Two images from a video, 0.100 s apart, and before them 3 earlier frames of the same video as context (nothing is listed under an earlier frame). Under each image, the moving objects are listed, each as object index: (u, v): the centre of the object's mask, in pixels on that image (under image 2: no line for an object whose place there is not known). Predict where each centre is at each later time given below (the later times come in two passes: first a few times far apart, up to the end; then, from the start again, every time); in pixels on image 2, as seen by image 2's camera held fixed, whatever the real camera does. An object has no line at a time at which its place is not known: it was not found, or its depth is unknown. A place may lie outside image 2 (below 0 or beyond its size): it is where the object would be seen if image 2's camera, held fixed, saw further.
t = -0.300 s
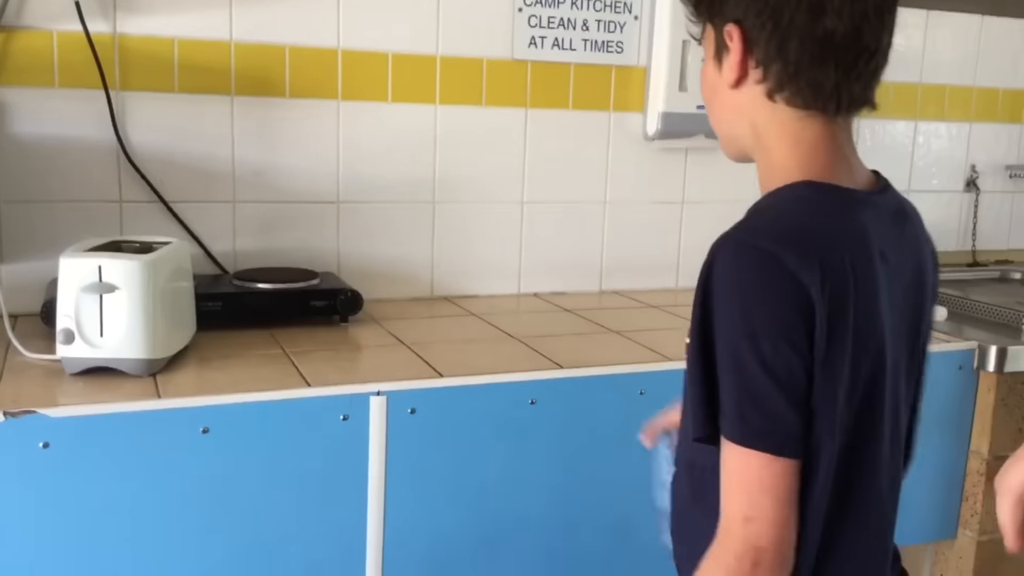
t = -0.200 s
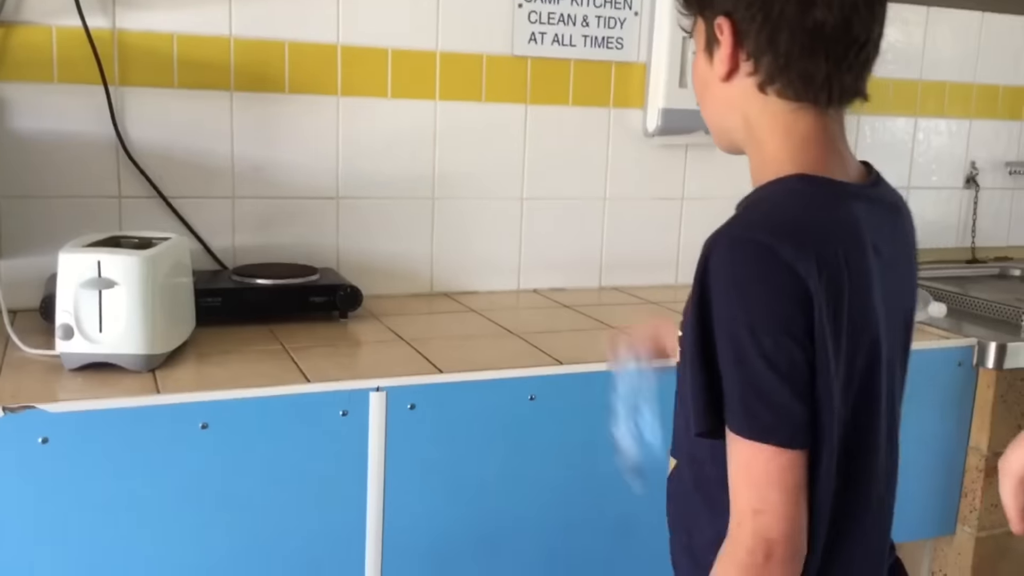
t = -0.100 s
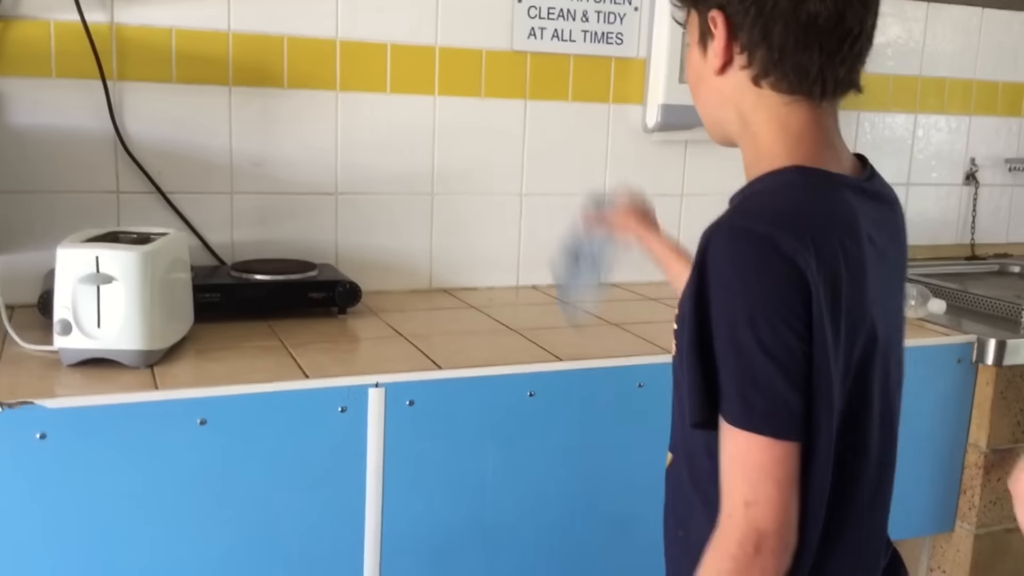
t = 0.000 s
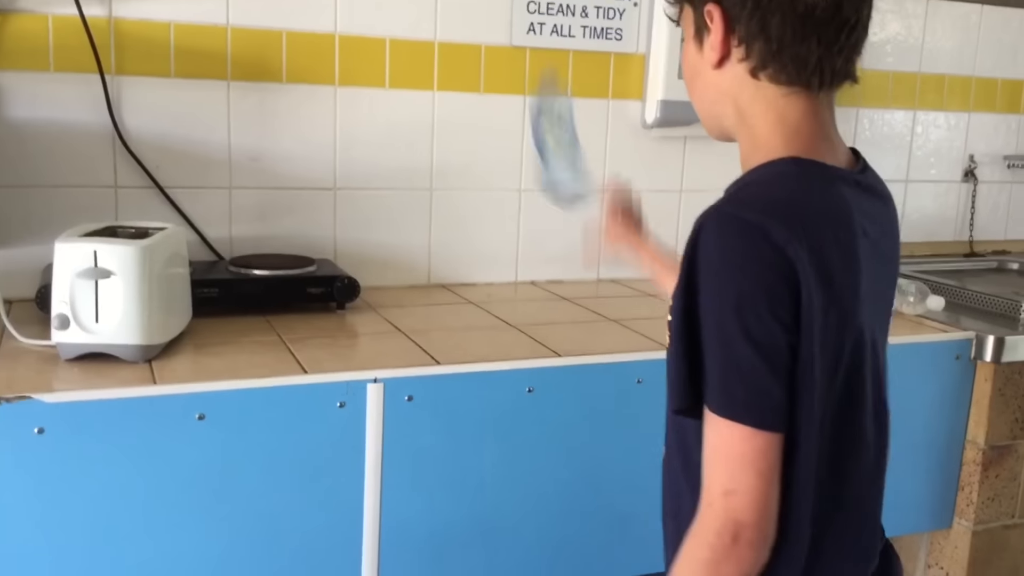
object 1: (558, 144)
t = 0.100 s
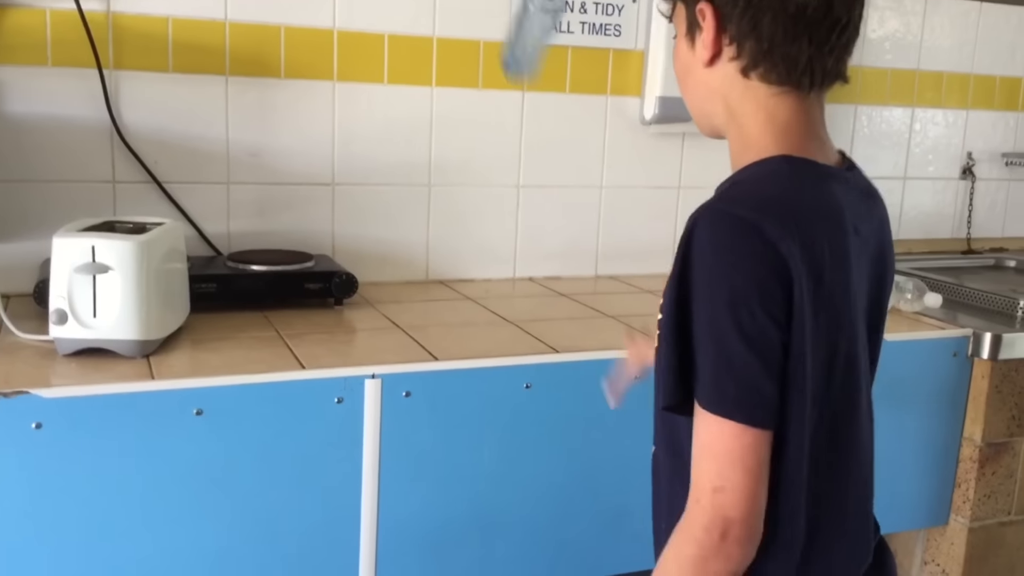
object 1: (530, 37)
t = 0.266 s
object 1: (500, 14)
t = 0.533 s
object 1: (433, 232)
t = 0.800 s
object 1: (419, 233)
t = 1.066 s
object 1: (424, 234)
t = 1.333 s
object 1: (423, 234)
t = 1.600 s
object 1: (425, 234)
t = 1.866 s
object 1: (425, 234)
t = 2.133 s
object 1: (425, 234)
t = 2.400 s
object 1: (425, 234)
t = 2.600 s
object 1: (425, 234)
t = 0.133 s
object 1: (518, 24)
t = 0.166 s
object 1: (506, 16)
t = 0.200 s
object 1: (501, 10)
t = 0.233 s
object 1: (502, 9)
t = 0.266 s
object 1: (500, 14)
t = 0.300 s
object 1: (490, 25)
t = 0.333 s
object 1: (480, 45)
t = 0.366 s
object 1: (471, 74)
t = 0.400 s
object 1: (462, 110)
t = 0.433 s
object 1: (454, 144)
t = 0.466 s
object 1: (445, 189)
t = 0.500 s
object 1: (438, 229)
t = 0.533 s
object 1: (433, 232)
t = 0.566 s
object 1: (430, 234)
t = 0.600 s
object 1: (427, 234)
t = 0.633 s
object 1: (425, 234)
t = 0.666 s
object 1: (423, 234)
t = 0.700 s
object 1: (422, 234)
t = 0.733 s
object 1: (421, 233)
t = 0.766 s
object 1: (420, 233)
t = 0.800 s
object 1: (419, 233)
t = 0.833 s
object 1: (419, 234)
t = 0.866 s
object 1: (419, 233)
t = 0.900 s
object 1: (419, 233)
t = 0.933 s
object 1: (420, 234)
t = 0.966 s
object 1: (421, 233)
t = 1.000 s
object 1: (422, 233)
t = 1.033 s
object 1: (423, 233)
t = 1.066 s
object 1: (424, 234)
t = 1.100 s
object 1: (426, 234)
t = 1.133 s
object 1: (426, 233)
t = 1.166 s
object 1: (426, 234)
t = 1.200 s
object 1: (425, 234)
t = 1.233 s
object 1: (424, 234)
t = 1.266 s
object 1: (424, 233)
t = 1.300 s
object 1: (424, 233)
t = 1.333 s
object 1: (423, 234)
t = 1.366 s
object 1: (423, 234)
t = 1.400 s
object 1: (423, 223)
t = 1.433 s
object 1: (423, 257)
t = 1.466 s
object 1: (425, 237)
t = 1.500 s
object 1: (426, 234)
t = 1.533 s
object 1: (426, 234)
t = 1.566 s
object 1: (425, 234)
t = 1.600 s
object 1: (425, 234)
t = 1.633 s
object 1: (424, 234)
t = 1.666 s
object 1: (424, 234)
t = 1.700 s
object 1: (424, 234)
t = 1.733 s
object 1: (425, 234)
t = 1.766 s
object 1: (425, 234)
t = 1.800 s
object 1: (425, 234)
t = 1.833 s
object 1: (425, 234)
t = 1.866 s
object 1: (425, 234)
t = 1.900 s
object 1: (425, 234)
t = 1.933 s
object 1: (425, 234)
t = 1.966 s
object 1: (425, 233)
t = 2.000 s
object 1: (424, 233)
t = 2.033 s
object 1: (424, 233)
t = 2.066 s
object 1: (425, 234)
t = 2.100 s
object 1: (425, 234)
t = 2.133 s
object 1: (425, 234)
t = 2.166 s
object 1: (425, 234)
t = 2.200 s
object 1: (425, 234)
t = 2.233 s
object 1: (424, 234)
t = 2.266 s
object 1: (425, 234)
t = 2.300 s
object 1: (425, 234)
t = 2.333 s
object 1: (425, 234)
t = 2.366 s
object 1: (425, 234)
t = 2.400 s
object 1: (425, 234)
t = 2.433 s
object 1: (425, 234)
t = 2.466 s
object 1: (425, 234)
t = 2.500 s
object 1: (425, 234)
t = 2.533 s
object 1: (425, 234)
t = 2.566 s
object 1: (425, 234)
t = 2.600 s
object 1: (425, 234)
